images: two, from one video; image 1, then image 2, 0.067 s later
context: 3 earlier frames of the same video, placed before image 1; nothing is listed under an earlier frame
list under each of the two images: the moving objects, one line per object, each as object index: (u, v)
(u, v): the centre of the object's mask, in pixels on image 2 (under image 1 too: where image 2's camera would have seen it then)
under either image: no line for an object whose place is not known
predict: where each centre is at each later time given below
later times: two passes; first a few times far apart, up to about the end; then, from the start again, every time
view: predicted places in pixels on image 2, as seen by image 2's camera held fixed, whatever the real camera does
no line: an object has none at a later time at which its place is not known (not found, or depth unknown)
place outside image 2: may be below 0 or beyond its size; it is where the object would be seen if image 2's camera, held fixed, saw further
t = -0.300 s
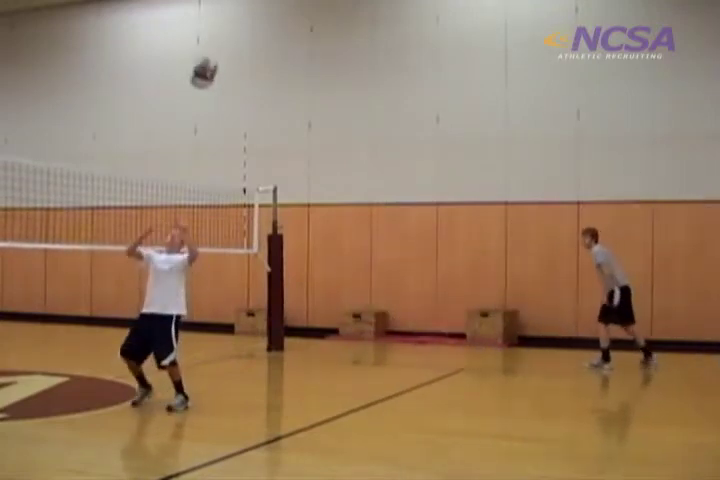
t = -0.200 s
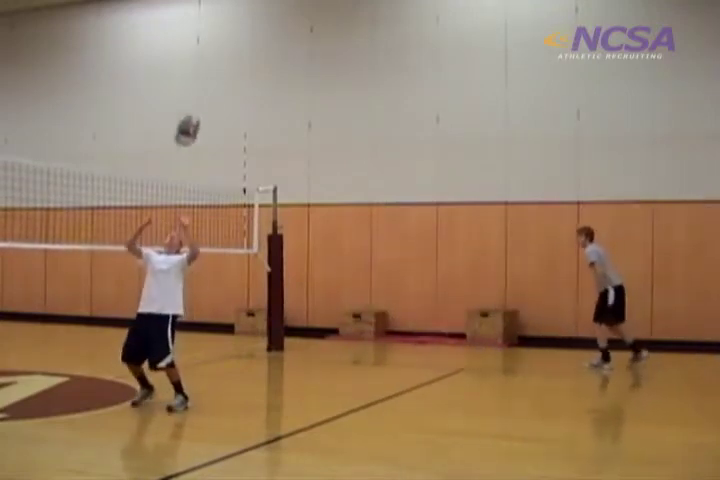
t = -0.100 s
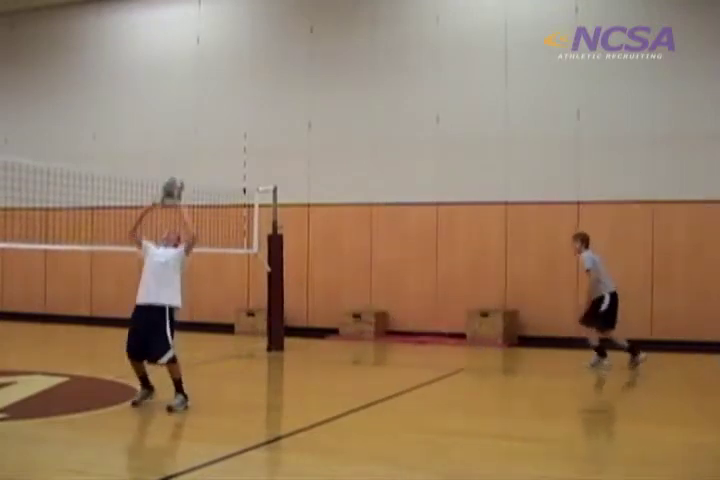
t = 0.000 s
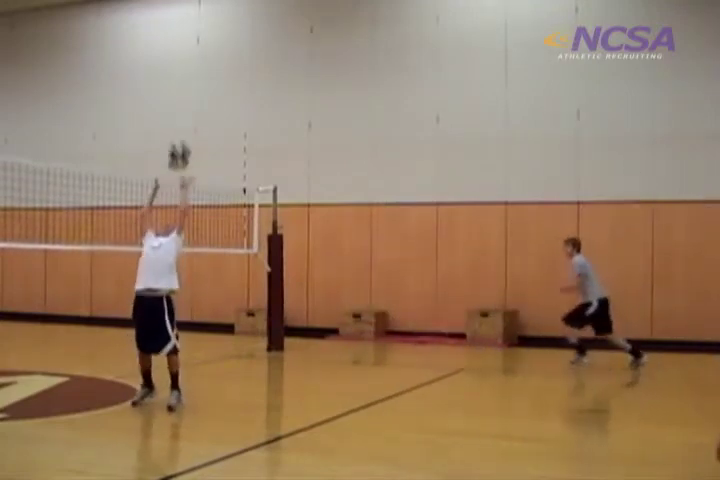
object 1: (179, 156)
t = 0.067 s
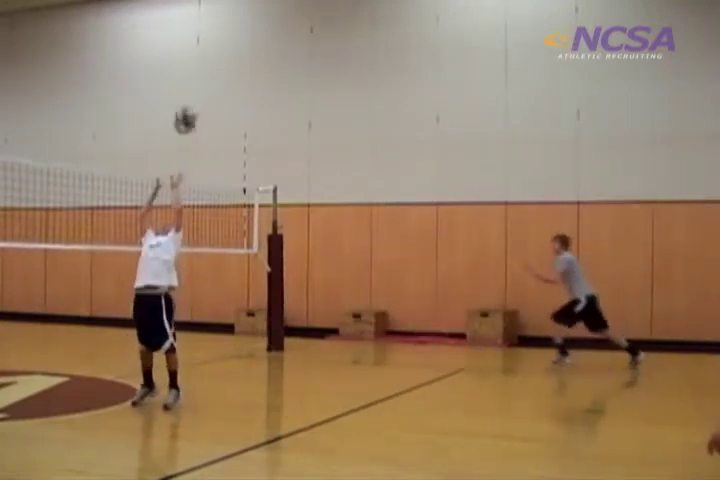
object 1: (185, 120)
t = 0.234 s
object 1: (200, 57)
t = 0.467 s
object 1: (217, 20)
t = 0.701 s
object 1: (230, 29)
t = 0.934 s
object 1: (241, 78)
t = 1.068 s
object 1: (247, 121)
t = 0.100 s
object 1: (188, 105)
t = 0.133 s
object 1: (192, 91)
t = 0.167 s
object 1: (195, 78)
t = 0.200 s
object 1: (198, 67)
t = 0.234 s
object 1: (200, 57)
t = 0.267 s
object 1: (203, 49)
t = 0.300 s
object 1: (205, 41)
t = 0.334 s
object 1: (208, 35)
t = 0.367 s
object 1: (210, 30)
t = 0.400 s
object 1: (213, 25)
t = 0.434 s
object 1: (215, 23)
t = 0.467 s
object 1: (217, 20)
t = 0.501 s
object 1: (220, 19)
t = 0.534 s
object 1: (222, 19)
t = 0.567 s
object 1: (224, 19)
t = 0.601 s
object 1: (225, 20)
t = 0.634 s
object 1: (227, 22)
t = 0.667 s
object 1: (229, 25)
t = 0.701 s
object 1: (230, 29)
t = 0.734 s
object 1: (232, 34)
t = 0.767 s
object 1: (234, 39)
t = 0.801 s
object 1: (235, 46)
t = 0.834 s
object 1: (237, 52)
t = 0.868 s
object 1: (238, 60)
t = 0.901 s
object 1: (240, 68)
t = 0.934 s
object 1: (241, 78)
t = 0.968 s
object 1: (242, 88)
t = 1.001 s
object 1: (244, 98)
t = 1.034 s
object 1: (245, 109)
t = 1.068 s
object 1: (247, 121)
